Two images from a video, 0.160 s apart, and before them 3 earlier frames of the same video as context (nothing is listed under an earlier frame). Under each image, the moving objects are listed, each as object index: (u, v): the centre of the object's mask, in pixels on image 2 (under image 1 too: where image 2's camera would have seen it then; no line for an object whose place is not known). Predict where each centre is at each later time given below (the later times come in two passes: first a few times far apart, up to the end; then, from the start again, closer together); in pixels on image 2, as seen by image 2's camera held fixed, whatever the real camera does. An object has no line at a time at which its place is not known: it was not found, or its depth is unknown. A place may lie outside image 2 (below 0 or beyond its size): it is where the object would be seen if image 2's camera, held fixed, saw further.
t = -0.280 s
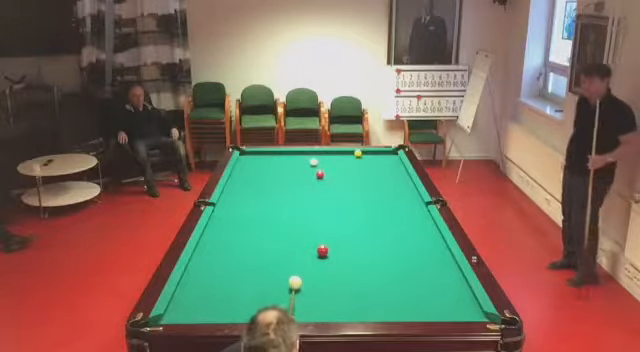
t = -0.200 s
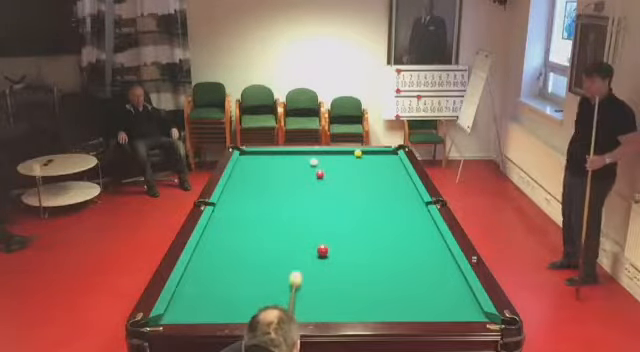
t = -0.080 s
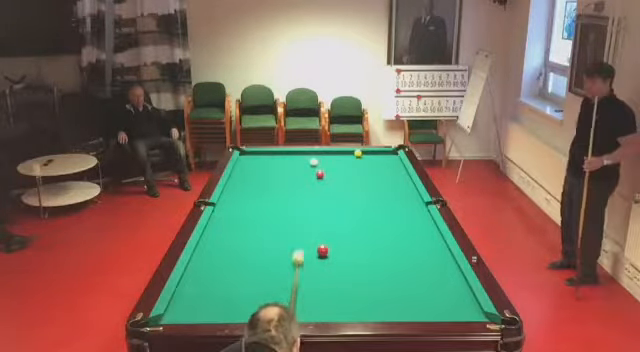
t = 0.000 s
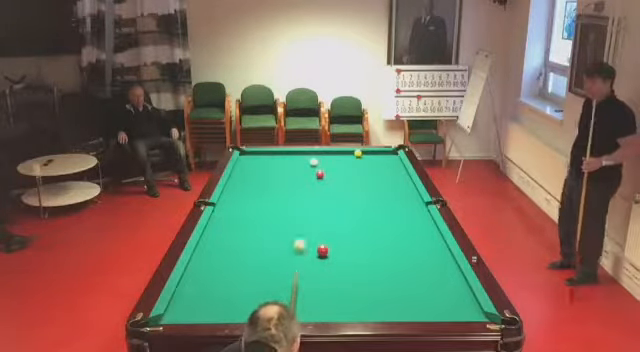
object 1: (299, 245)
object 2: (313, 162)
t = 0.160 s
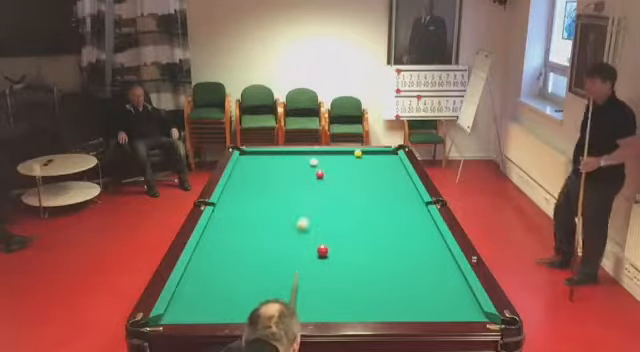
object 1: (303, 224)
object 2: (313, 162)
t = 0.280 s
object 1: (304, 211)
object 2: (313, 162)
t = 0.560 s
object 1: (308, 184)
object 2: (314, 162)
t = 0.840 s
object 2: (315, 162)
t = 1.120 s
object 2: (326, 152)
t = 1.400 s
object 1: (287, 155)
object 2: (332, 158)
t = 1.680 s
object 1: (277, 152)
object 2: (339, 164)
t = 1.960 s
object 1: (269, 155)
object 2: (345, 170)
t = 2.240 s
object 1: (261, 157)
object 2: (352, 177)
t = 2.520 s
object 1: (256, 159)
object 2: (359, 183)
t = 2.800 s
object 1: (249, 163)
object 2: (366, 190)
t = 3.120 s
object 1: (241, 165)
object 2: (374, 198)
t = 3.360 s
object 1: (238, 167)
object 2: (382, 205)
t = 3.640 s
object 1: (239, 168)
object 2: (390, 213)
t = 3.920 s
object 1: (241, 170)
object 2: (398, 221)
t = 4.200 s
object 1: (242, 170)
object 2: (406, 229)
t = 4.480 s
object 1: (244, 172)
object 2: (415, 237)
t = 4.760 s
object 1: (245, 172)
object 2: (423, 246)
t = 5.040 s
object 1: (246, 173)
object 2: (432, 254)
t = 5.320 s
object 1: (247, 173)
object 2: (441, 263)
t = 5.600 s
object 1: (247, 174)
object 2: (449, 271)
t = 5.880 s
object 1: (247, 174)
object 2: (457, 280)
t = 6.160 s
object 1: (247, 174)
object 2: (464, 289)
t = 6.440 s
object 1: (247, 174)
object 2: (466, 296)
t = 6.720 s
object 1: (247, 174)
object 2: (467, 304)
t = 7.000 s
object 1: (247, 173)
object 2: (469, 311)
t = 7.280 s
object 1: (247, 173)
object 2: (468, 311)
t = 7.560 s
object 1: (247, 174)
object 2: (466, 309)
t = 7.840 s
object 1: (247, 174)
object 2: (463, 306)
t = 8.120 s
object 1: (247, 174)
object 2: (463, 304)
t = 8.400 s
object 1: (247, 174)
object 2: (462, 302)
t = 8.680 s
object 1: (247, 174)
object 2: (462, 302)
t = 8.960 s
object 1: (248, 174)
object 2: (463, 301)
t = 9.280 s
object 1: (248, 174)
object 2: (463, 301)
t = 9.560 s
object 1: (247, 174)
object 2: (463, 301)
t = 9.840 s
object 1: (247, 174)
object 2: (463, 301)
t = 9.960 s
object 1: (247, 174)
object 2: (463, 301)
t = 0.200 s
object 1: (303, 218)
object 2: (313, 162)
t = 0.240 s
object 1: (304, 214)
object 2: (313, 162)
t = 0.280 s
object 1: (304, 211)
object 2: (313, 162)
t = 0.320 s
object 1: (305, 206)
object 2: (313, 162)
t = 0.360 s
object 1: (305, 202)
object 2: (313, 162)
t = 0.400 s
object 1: (307, 198)
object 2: (313, 162)
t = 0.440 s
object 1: (307, 194)
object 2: (314, 162)
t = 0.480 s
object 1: (307, 191)
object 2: (314, 162)
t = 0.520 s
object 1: (308, 188)
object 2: (314, 162)
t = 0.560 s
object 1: (308, 184)
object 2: (314, 162)
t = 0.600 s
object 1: (308, 181)
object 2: (314, 162)
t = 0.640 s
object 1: (308, 178)
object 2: (314, 162)
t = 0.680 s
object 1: (309, 174)
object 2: (314, 162)
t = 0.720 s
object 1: (309, 172)
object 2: (314, 162)
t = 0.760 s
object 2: (314, 161)
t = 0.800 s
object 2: (315, 162)
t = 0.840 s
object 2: (315, 162)
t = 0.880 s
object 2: (316, 160)
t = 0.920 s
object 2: (317, 158)
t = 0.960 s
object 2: (320, 156)
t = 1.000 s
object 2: (322, 155)
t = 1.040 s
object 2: (324, 153)
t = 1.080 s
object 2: (325, 152)
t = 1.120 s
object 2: (326, 152)
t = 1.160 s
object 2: (327, 153)
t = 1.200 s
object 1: (294, 159)
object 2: (328, 154)
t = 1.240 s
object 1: (293, 158)
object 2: (329, 155)
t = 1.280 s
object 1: (293, 158)
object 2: (330, 156)
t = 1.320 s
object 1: (292, 158)
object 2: (331, 156)
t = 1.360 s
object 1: (290, 156)
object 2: (331, 157)
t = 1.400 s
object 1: (287, 155)
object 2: (332, 158)
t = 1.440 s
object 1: (285, 154)
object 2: (332, 159)
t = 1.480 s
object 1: (283, 153)
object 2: (334, 160)
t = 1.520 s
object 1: (282, 152)
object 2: (335, 161)
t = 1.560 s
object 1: (281, 152)
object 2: (335, 161)
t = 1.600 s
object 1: (280, 152)
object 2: (337, 163)
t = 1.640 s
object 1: (278, 152)
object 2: (338, 163)
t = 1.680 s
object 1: (277, 152)
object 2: (339, 164)
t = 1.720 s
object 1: (276, 152)
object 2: (340, 165)
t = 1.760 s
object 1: (275, 153)
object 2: (340, 166)
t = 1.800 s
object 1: (274, 153)
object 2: (342, 167)
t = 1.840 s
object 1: (273, 154)
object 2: (342, 167)
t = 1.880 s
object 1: (272, 154)
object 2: (343, 168)
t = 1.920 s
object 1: (271, 154)
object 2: (343, 169)
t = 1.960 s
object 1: (269, 155)
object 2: (345, 170)
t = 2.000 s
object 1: (269, 156)
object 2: (346, 171)
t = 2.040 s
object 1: (268, 156)
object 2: (346, 171)
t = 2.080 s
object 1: (266, 156)
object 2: (348, 173)
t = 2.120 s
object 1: (266, 156)
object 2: (349, 174)
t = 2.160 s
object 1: (265, 157)
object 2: (350, 175)
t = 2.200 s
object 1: (264, 156)
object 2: (350, 175)
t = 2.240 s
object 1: (261, 157)
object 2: (352, 177)
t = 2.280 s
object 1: (261, 158)
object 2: (353, 177)
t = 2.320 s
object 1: (260, 158)
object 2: (354, 179)
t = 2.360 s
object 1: (260, 159)
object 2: (355, 179)
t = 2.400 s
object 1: (259, 159)
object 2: (356, 180)
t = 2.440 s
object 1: (259, 159)
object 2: (357, 181)
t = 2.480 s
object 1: (257, 159)
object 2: (357, 182)
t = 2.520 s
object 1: (256, 159)
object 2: (359, 183)
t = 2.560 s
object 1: (253, 160)
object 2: (360, 184)
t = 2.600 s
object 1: (253, 161)
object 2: (360, 185)
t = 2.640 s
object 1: (253, 161)
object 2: (362, 186)
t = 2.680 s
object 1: (252, 162)
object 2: (363, 187)
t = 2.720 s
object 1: (251, 162)
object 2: (364, 188)
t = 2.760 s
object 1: (250, 163)
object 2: (365, 189)
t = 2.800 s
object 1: (249, 163)
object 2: (366, 190)
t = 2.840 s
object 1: (246, 163)
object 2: (366, 190)
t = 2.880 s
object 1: (246, 164)
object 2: (367, 191)
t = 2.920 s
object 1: (245, 164)
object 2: (368, 192)
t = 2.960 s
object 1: (245, 164)
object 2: (369, 193)
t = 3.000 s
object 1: (244, 164)
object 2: (371, 195)
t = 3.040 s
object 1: (244, 164)
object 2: (372, 196)
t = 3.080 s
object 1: (243, 164)
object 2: (374, 197)
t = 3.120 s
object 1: (241, 165)
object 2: (374, 198)
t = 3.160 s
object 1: (240, 166)
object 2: (376, 200)
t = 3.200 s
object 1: (239, 166)
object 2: (377, 202)
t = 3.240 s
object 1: (238, 167)
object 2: (378, 202)
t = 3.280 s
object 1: (238, 167)
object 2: (379, 204)
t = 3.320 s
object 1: (238, 167)
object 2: (381, 205)
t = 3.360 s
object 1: (238, 167)
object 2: (382, 205)
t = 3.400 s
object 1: (238, 167)
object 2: (383, 206)
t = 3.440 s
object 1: (238, 167)
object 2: (384, 207)
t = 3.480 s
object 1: (238, 167)
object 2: (386, 209)
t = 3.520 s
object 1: (238, 168)
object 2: (386, 209)
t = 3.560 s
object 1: (238, 168)
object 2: (387, 210)
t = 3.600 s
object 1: (239, 168)
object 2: (389, 212)
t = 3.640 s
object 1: (239, 168)
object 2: (390, 213)
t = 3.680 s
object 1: (239, 168)
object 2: (391, 214)
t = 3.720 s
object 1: (240, 169)
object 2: (393, 215)
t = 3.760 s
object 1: (240, 170)
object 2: (393, 216)
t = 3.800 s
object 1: (240, 170)
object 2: (394, 217)
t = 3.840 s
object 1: (240, 170)
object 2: (396, 218)
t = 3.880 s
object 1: (241, 170)
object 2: (397, 220)
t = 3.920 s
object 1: (241, 170)
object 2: (398, 221)
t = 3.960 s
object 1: (241, 170)
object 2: (400, 222)
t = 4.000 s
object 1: (241, 170)
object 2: (401, 223)
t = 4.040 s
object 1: (241, 170)
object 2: (402, 224)
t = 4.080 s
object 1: (242, 170)
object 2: (402, 225)
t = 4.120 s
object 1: (242, 170)
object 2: (404, 227)
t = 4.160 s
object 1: (242, 170)
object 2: (405, 228)
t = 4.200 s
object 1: (242, 170)
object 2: (406, 229)
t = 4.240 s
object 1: (243, 171)
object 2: (408, 230)
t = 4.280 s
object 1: (243, 171)
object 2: (409, 231)
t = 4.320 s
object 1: (243, 171)
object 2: (410, 233)
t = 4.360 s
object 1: (244, 172)
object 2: (411, 234)
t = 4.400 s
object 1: (244, 172)
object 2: (412, 235)
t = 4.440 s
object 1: (244, 172)
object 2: (413, 236)
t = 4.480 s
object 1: (244, 172)
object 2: (415, 237)
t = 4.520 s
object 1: (244, 172)
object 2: (416, 239)
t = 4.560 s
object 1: (244, 172)
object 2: (417, 240)
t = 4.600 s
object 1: (244, 172)
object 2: (418, 241)
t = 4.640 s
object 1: (244, 172)
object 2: (420, 242)
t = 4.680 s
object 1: (244, 172)
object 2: (421, 243)
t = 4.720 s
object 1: (244, 172)
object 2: (423, 245)
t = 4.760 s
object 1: (245, 172)
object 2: (423, 246)
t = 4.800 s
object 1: (245, 172)
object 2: (424, 247)
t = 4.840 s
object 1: (245, 172)
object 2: (426, 248)
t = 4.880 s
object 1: (246, 173)
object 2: (427, 249)
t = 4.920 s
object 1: (246, 173)
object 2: (428, 250)
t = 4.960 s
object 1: (246, 173)
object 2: (429, 252)
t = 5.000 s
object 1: (246, 173)
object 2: (430, 253)
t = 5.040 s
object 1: (246, 173)
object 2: (432, 254)
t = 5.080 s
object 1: (246, 173)
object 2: (433, 255)
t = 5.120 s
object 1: (247, 173)
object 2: (434, 256)
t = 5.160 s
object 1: (247, 173)
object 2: (435, 257)
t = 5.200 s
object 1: (247, 173)
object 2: (436, 259)
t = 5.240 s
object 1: (247, 173)
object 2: (438, 260)
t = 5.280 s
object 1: (247, 173)
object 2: (439, 262)
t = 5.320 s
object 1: (247, 173)
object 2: (441, 263)
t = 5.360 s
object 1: (247, 173)
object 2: (442, 264)
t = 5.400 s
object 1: (247, 173)
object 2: (443, 265)
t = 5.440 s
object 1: (247, 173)
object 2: (445, 266)
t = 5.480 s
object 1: (247, 173)
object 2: (445, 268)
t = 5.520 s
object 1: (247, 174)
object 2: (447, 269)
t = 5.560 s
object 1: (248, 174)
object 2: (448, 270)
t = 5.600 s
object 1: (247, 174)
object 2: (449, 271)
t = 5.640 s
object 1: (247, 174)
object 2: (450, 273)
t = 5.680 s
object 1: (247, 174)
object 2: (451, 274)
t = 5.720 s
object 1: (248, 174)
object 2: (452, 275)
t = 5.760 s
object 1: (247, 174)
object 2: (454, 276)
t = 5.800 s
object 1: (247, 174)
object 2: (455, 278)
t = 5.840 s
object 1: (247, 174)
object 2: (457, 279)
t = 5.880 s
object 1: (247, 174)
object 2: (457, 280)
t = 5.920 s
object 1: (247, 174)
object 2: (459, 281)
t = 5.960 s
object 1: (247, 174)
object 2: (460, 283)
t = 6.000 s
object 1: (247, 174)
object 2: (461, 284)
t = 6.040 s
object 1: (247, 174)
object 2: (462, 285)
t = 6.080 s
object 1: (247, 174)
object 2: (463, 287)
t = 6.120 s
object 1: (247, 174)
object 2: (464, 288)
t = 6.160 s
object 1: (247, 174)
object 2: (464, 289)
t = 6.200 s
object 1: (247, 174)
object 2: (464, 290)
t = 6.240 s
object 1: (247, 174)
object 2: (465, 291)
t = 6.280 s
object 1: (247, 174)
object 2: (465, 292)
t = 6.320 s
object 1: (247, 174)
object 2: (465, 294)
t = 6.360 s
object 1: (247, 174)
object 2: (465, 295)
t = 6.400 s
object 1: (247, 174)
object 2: (466, 295)
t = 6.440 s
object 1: (247, 174)
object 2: (466, 296)
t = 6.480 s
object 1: (247, 174)
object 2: (466, 298)
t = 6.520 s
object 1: (247, 174)
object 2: (466, 299)
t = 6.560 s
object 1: (247, 174)
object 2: (466, 300)
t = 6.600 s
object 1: (247, 174)
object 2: (467, 301)
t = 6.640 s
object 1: (247, 174)
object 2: (467, 302)
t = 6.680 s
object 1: (247, 174)
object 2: (467, 303)
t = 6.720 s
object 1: (247, 174)
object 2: (467, 304)
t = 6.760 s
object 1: (247, 173)
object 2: (467, 305)
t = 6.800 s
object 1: (247, 173)
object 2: (468, 306)
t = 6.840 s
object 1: (247, 173)
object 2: (468, 307)
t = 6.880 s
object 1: (247, 173)
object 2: (468, 308)
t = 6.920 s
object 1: (247, 173)
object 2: (468, 309)
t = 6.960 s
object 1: (247, 173)
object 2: (469, 310)
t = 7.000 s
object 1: (247, 173)
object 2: (469, 311)
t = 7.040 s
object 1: (247, 173)
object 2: (469, 311)
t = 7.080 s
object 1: (247, 173)
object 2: (469, 312)
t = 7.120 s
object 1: (247, 173)
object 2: (469, 312)
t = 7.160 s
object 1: (247, 173)
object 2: (469, 312)
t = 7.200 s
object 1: (247, 173)
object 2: (469, 312)
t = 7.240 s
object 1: (247, 173)
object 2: (469, 312)
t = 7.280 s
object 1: (247, 173)
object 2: (468, 311)
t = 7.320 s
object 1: (247, 173)
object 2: (467, 311)
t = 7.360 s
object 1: (247, 173)
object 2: (467, 311)
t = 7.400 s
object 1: (247, 174)
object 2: (467, 311)
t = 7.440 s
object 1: (247, 174)
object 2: (467, 310)
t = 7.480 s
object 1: (247, 174)
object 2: (467, 310)
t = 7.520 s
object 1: (247, 174)
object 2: (466, 309)
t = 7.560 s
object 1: (247, 174)
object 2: (466, 309)
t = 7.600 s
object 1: (247, 174)
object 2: (466, 308)
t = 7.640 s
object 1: (247, 174)
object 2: (465, 308)
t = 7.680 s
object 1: (247, 174)
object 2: (465, 307)
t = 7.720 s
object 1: (247, 174)
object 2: (464, 307)
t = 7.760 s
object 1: (247, 174)
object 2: (464, 306)
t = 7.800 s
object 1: (247, 174)
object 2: (464, 306)
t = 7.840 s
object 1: (247, 174)
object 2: (463, 306)
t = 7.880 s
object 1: (247, 174)
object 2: (463, 306)
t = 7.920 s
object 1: (247, 174)
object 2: (463, 305)
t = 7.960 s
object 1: (247, 174)
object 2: (463, 305)
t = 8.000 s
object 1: (247, 174)
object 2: (463, 305)
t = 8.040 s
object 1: (247, 174)
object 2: (463, 305)
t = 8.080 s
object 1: (247, 174)
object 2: (463, 304)
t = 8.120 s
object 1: (247, 174)
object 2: (463, 304)
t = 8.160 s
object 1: (247, 174)
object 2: (463, 304)
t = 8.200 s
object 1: (247, 174)
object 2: (463, 304)
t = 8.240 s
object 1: (247, 174)
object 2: (462, 303)
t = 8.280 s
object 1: (247, 174)
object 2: (462, 303)
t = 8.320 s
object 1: (247, 174)
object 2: (462, 303)
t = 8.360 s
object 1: (247, 174)
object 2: (462, 302)
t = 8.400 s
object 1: (247, 174)
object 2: (462, 302)
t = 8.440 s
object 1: (247, 174)
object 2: (462, 302)
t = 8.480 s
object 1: (247, 174)
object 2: (462, 302)
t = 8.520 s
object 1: (247, 174)
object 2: (462, 302)
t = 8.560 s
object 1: (247, 174)
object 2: (462, 302)
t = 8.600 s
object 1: (247, 174)
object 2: (462, 302)
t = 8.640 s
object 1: (247, 174)
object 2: (462, 302)
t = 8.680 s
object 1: (247, 174)
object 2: (462, 302)
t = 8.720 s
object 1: (247, 173)
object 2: (462, 302)
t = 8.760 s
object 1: (248, 174)
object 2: (463, 301)
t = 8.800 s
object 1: (247, 174)
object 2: (463, 301)
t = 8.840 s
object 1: (248, 174)
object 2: (463, 301)
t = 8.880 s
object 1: (248, 174)
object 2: (463, 301)
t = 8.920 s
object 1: (247, 174)
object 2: (463, 301)
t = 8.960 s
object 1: (248, 174)
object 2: (463, 301)
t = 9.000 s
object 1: (248, 174)
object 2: (463, 301)
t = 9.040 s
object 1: (248, 174)
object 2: (463, 301)
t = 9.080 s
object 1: (248, 174)
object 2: (463, 301)
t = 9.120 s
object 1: (248, 174)
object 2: (463, 301)
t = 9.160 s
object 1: (248, 174)
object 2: (463, 301)
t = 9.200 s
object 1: (248, 174)
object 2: (463, 301)
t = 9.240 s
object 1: (248, 174)
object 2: (463, 301)
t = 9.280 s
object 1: (248, 174)
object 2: (463, 301)
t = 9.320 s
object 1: (248, 174)
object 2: (463, 301)
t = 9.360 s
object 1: (247, 174)
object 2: (463, 301)
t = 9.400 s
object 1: (247, 174)
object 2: (463, 301)
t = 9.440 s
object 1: (247, 174)
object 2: (463, 301)
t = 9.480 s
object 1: (247, 174)
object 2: (463, 301)
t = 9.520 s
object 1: (247, 174)
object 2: (463, 301)
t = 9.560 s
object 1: (247, 174)
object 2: (463, 301)
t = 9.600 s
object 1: (247, 174)
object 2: (463, 301)
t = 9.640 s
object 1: (247, 174)
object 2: (463, 301)
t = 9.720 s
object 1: (247, 174)
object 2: (463, 301)
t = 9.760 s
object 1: (247, 174)
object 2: (463, 301)
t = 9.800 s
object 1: (247, 174)
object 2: (463, 301)
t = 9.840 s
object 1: (247, 174)
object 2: (463, 301)
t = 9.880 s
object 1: (247, 174)
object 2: (463, 301)
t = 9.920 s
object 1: (247, 174)
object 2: (463, 301)
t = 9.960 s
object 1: (247, 174)
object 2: (463, 301)
